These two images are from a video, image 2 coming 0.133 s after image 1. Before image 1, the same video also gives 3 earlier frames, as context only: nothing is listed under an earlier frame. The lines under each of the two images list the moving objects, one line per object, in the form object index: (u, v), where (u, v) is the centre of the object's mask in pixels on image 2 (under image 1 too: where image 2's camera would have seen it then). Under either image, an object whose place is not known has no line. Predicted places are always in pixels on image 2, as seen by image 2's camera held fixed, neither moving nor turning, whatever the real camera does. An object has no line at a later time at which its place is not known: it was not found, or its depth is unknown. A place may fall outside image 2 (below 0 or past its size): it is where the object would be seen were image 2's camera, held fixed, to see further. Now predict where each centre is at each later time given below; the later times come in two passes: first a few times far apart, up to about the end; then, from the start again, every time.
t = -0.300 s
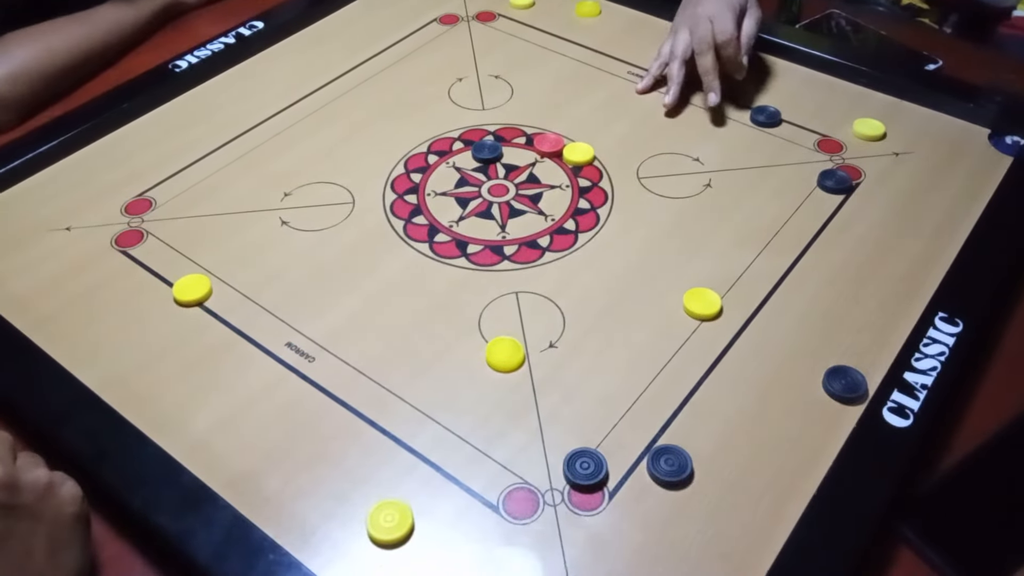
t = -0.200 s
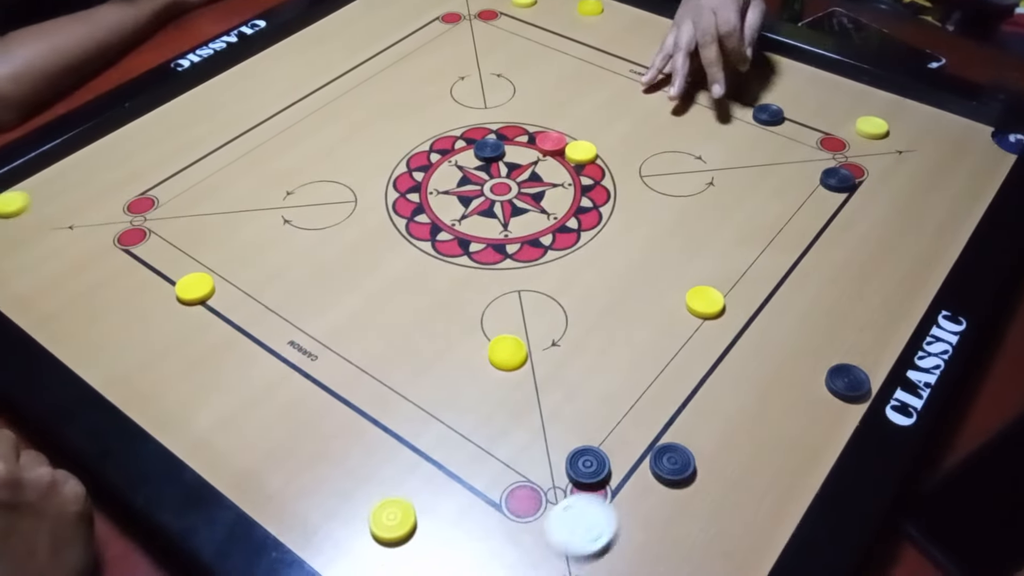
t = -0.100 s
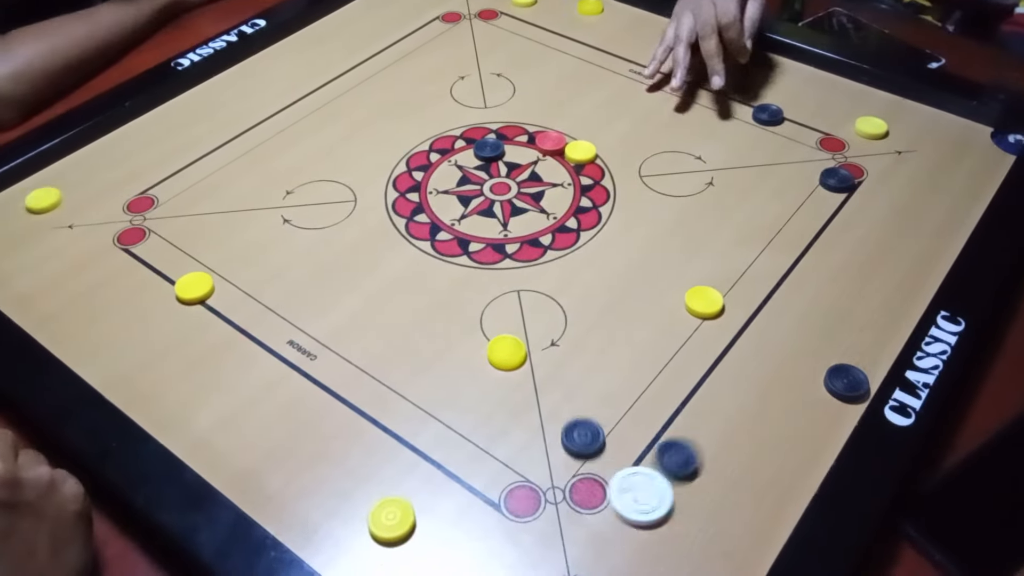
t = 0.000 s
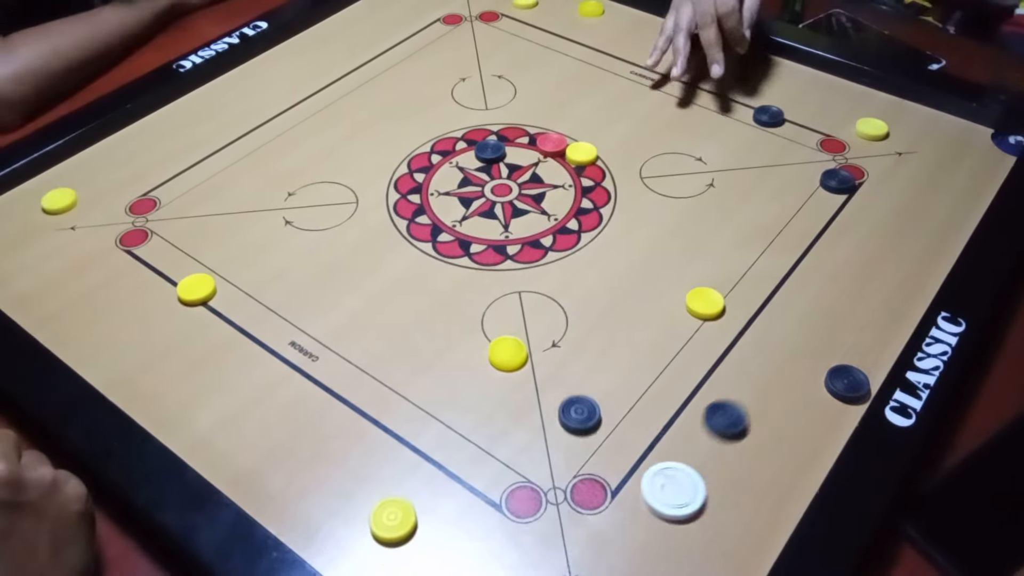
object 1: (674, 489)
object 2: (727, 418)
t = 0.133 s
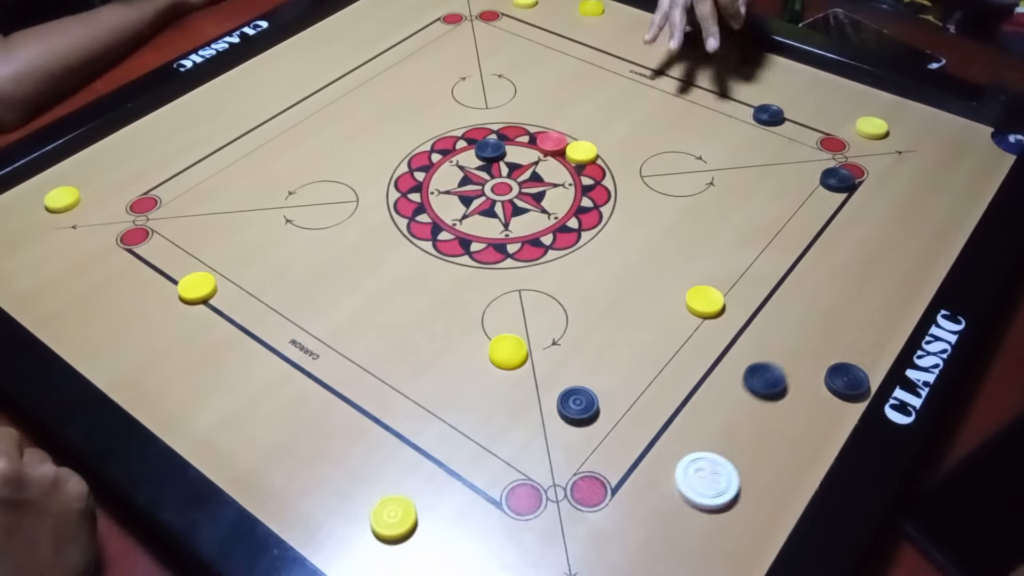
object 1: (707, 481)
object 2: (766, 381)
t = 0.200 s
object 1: (720, 477)
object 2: (776, 370)
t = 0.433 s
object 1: (754, 469)
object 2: (785, 358)
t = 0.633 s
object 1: (771, 467)
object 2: (785, 358)
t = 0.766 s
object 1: (776, 467)
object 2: (786, 358)
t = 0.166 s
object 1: (714, 479)
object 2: (772, 375)
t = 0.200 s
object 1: (720, 477)
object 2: (776, 370)
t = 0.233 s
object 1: (726, 476)
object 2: (780, 366)
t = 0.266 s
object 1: (732, 474)
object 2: (783, 362)
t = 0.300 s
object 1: (737, 473)
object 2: (785, 360)
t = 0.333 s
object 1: (742, 471)
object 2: (785, 359)
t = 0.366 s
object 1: (746, 471)
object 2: (785, 358)
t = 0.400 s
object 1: (750, 470)
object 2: (785, 358)
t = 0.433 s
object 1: (754, 469)
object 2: (785, 358)
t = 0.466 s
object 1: (758, 468)
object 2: (785, 358)
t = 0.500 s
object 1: (761, 468)
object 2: (785, 358)
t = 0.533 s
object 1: (764, 467)
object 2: (785, 358)
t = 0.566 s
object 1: (766, 467)
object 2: (785, 358)
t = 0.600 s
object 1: (769, 467)
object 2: (785, 358)
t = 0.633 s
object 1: (771, 467)
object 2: (785, 358)
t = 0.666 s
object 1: (772, 467)
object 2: (785, 358)
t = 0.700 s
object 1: (774, 467)
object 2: (785, 358)
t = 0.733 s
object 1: (775, 466)
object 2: (786, 358)
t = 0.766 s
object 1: (776, 467)
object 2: (786, 358)
